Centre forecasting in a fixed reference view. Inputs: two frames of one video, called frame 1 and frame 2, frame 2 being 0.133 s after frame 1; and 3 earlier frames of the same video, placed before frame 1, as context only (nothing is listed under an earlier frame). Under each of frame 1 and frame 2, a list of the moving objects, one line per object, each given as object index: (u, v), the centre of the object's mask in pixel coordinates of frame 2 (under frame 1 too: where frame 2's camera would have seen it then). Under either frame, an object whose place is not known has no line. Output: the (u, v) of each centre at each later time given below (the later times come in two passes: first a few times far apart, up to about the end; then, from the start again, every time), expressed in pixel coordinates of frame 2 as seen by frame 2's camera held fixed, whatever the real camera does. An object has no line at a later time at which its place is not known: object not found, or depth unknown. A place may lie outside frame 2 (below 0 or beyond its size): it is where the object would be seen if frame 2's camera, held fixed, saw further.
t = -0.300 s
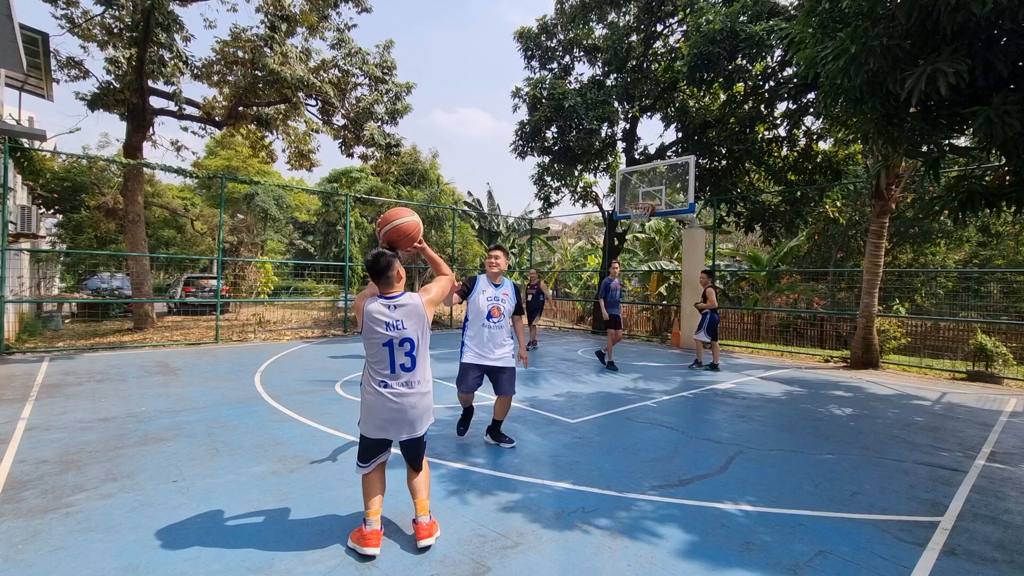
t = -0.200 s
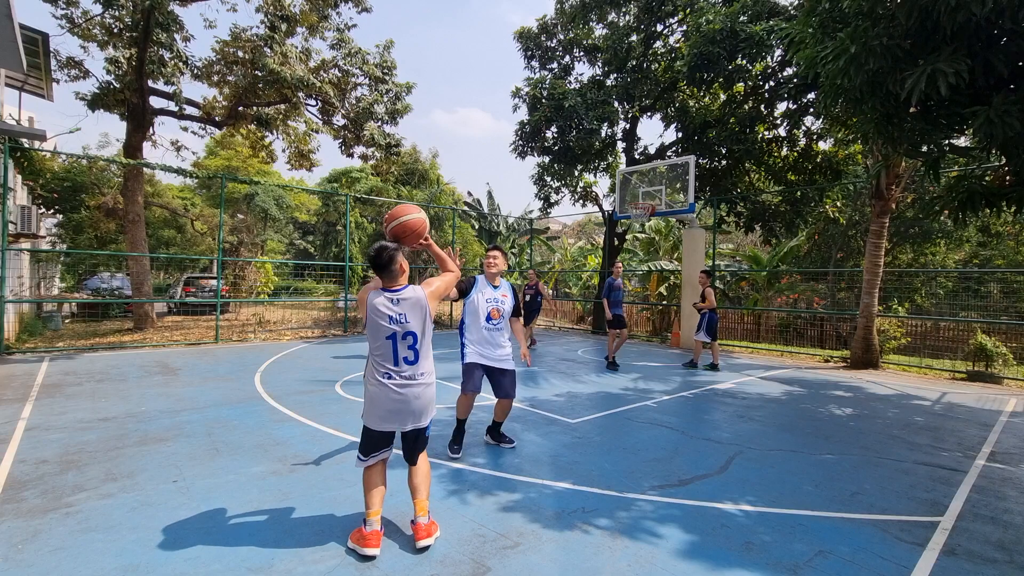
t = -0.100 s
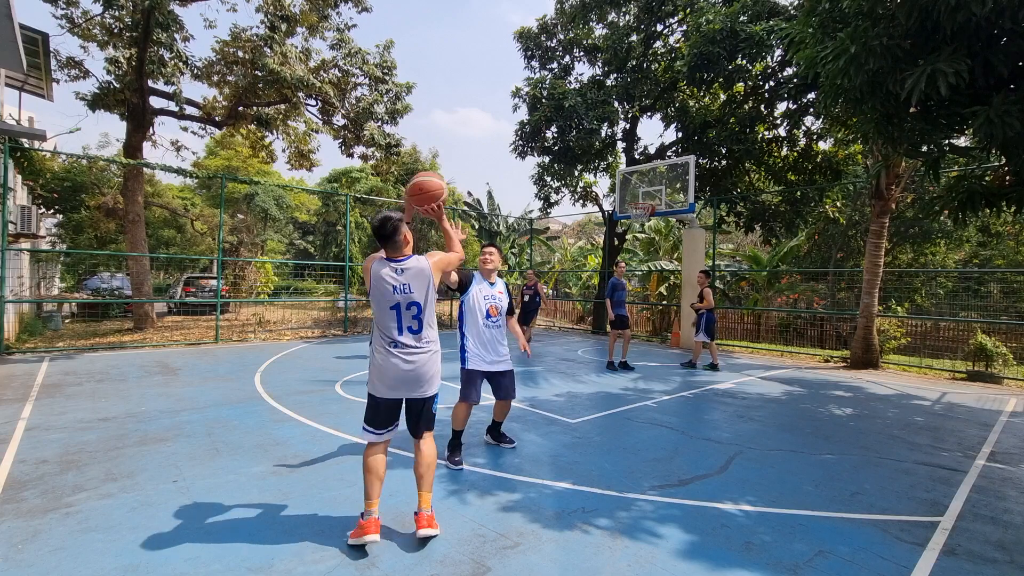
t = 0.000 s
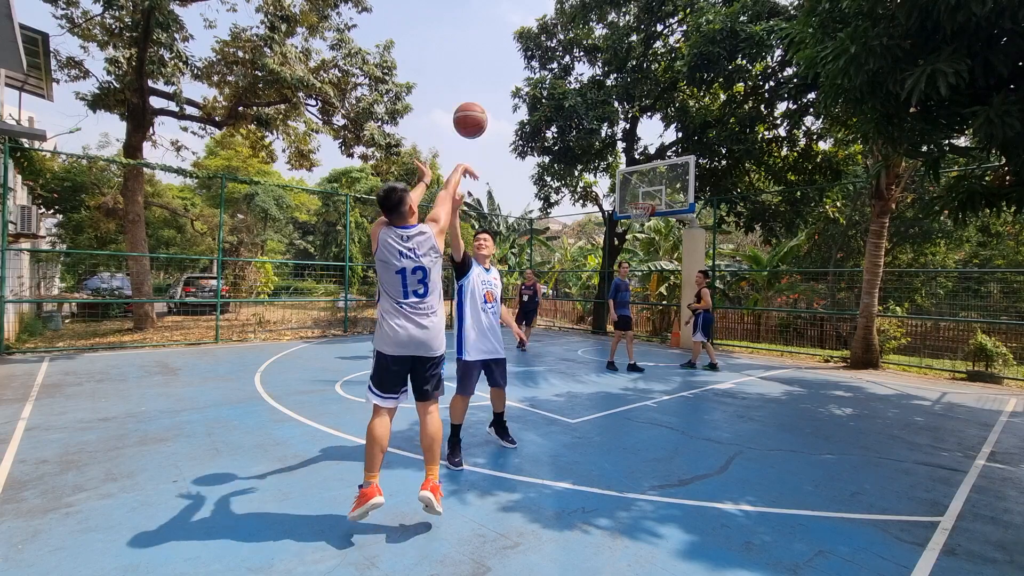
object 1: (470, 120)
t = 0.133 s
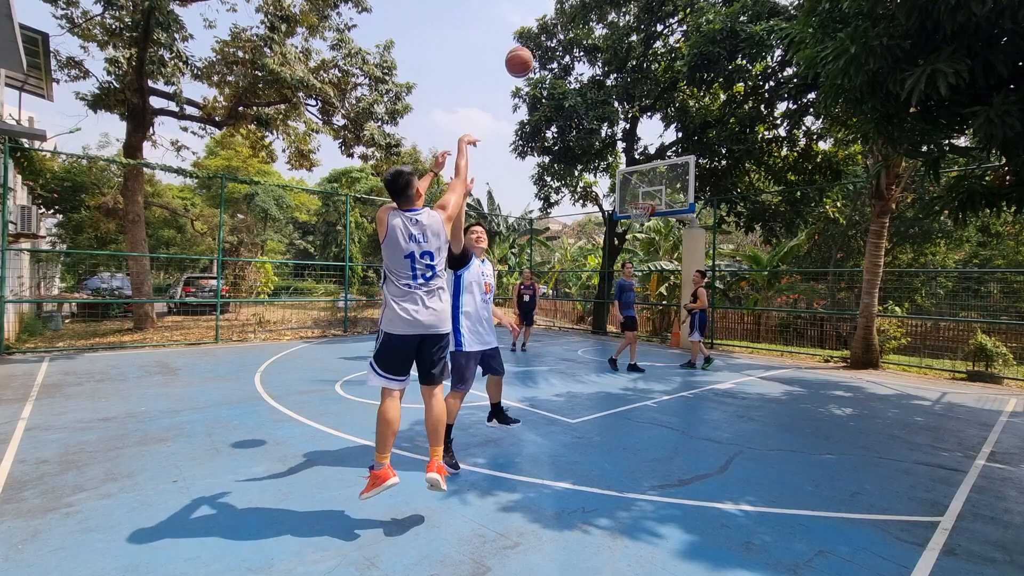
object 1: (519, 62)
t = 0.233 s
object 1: (545, 43)
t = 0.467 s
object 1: (587, 43)
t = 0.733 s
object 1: (616, 86)
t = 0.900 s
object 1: (629, 126)
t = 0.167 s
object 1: (529, 54)
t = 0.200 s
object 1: (538, 47)
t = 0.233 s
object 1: (545, 43)
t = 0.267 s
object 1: (553, 39)
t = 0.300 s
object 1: (559, 38)
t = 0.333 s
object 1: (566, 37)
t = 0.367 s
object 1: (572, 37)
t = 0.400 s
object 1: (577, 38)
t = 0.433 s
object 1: (582, 40)
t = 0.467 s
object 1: (587, 43)
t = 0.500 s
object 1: (592, 46)
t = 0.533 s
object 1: (596, 50)
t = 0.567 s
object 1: (600, 55)
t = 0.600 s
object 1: (604, 60)
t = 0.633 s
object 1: (607, 66)
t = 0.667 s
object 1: (610, 72)
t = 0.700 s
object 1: (613, 78)
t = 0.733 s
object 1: (616, 86)
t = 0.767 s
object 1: (619, 93)
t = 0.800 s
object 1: (621, 101)
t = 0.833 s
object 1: (624, 109)
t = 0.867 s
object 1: (626, 117)
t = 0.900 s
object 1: (629, 126)
